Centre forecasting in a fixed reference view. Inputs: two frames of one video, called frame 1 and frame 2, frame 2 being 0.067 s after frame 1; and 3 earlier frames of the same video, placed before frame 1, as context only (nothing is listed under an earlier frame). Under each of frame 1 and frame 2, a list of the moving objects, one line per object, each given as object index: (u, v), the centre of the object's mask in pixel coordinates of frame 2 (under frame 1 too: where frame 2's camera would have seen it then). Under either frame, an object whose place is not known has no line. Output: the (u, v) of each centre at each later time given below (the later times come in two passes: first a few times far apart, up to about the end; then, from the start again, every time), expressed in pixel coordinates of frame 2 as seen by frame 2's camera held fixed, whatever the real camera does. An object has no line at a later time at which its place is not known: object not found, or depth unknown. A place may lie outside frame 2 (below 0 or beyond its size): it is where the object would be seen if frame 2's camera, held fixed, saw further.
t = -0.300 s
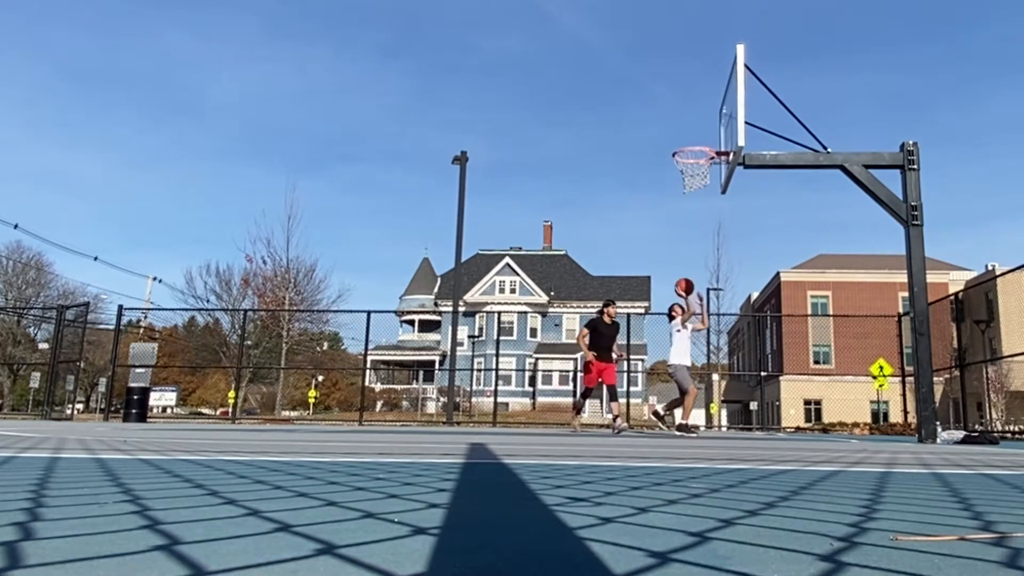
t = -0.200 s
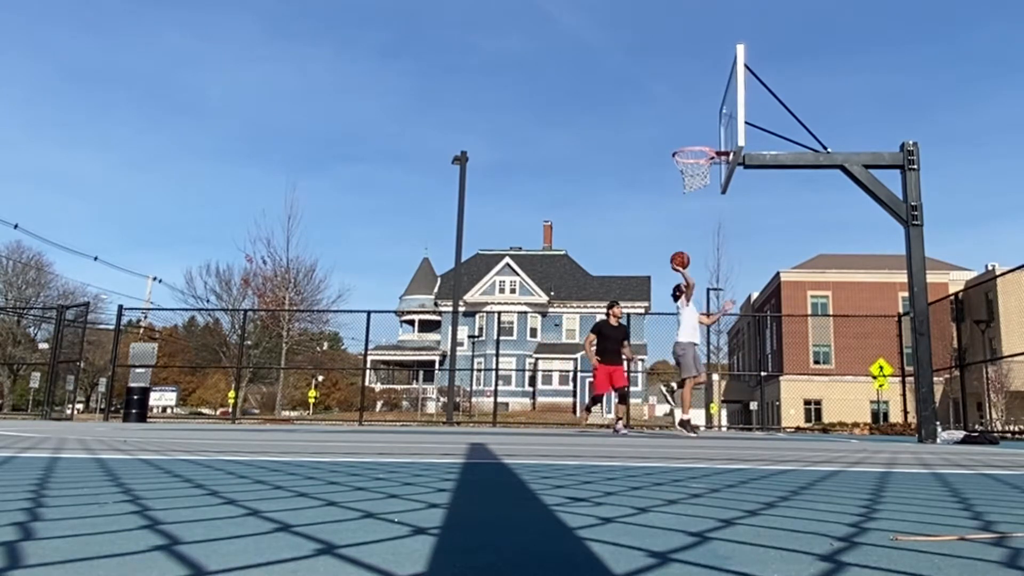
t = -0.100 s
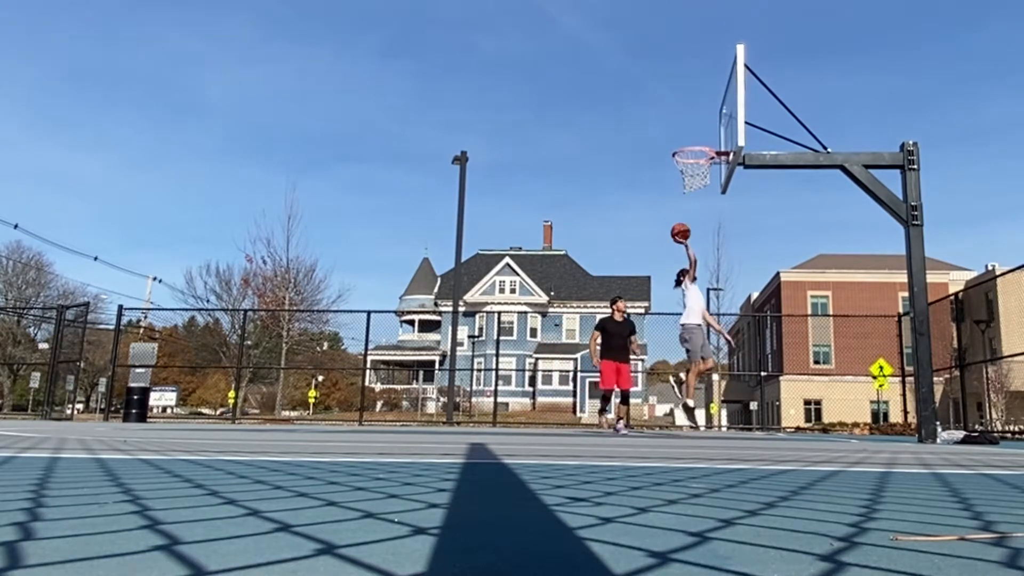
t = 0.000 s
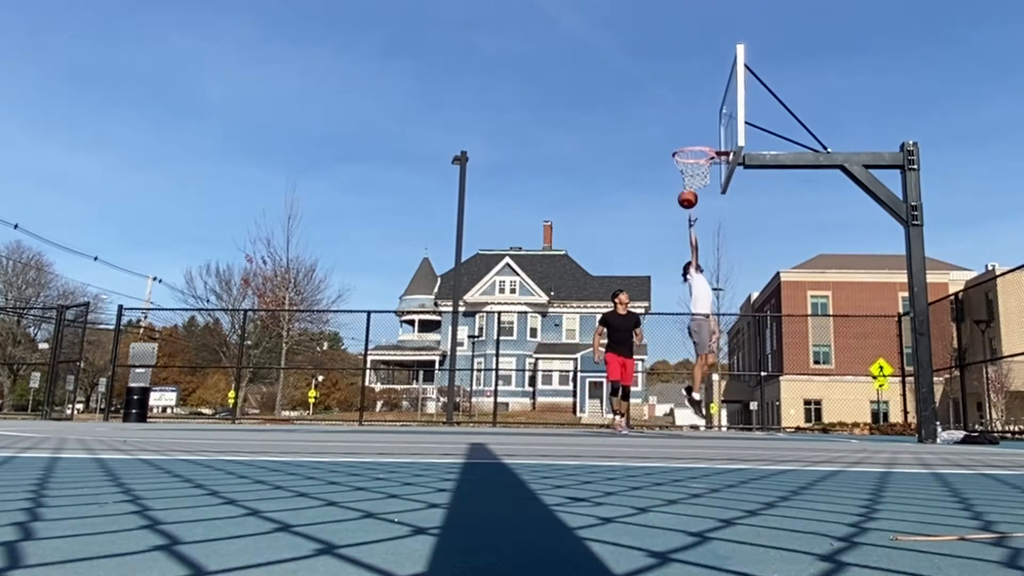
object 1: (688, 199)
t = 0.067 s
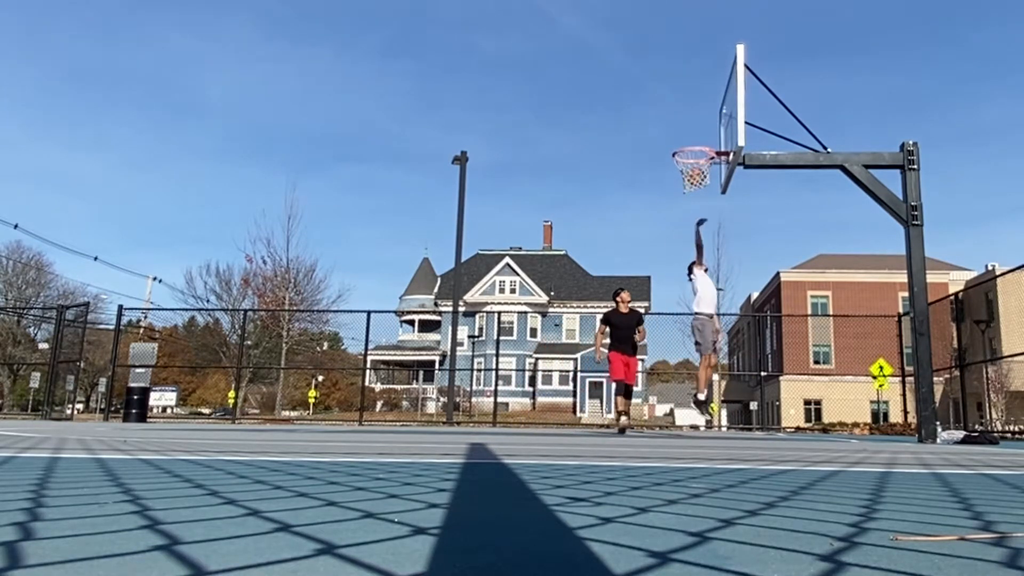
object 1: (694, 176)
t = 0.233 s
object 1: (713, 137)
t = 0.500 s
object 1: (697, 146)
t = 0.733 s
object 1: (683, 192)
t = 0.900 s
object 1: (676, 243)
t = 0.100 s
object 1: (699, 167)
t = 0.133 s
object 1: (700, 157)
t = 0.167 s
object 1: (707, 147)
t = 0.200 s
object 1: (712, 141)
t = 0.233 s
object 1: (713, 137)
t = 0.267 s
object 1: (711, 135)
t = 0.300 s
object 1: (709, 134)
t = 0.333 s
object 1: (707, 134)
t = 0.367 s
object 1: (705, 134)
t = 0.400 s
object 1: (703, 136)
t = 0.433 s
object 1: (701, 138)
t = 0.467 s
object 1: (699, 140)
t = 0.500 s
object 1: (697, 146)
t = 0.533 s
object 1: (694, 152)
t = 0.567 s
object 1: (692, 158)
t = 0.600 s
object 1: (690, 165)
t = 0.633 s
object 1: (688, 172)
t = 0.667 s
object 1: (686, 181)
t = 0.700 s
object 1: (685, 185)
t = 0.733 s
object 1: (683, 192)
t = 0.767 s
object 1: (682, 200)
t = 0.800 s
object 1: (680, 209)
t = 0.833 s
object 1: (679, 219)
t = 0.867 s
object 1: (677, 231)
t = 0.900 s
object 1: (676, 243)
